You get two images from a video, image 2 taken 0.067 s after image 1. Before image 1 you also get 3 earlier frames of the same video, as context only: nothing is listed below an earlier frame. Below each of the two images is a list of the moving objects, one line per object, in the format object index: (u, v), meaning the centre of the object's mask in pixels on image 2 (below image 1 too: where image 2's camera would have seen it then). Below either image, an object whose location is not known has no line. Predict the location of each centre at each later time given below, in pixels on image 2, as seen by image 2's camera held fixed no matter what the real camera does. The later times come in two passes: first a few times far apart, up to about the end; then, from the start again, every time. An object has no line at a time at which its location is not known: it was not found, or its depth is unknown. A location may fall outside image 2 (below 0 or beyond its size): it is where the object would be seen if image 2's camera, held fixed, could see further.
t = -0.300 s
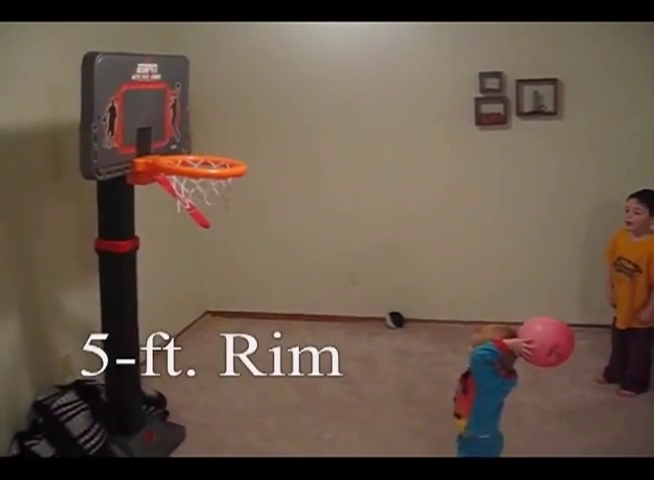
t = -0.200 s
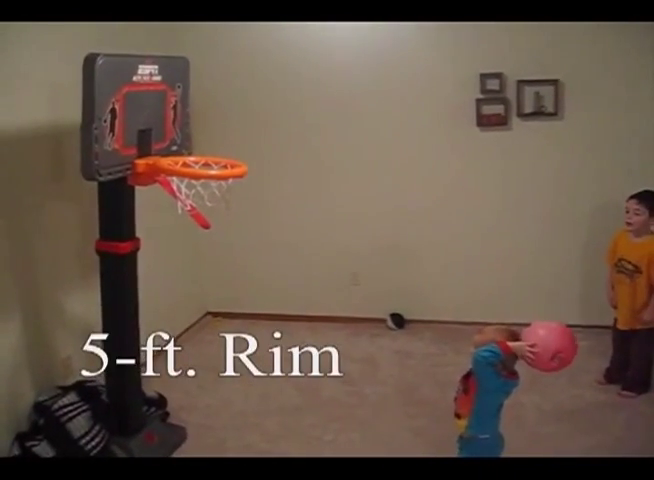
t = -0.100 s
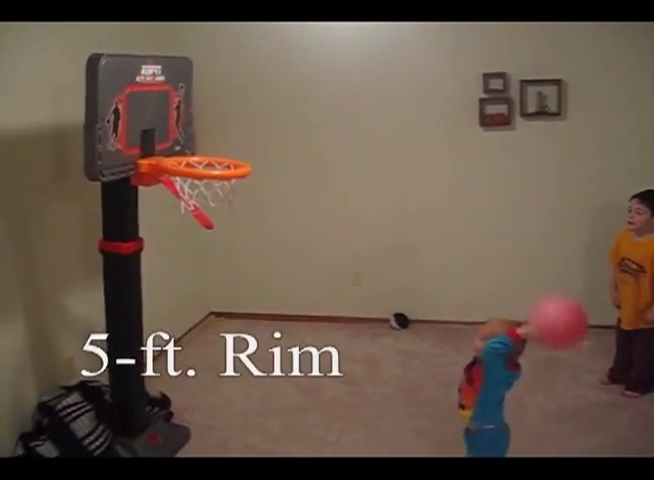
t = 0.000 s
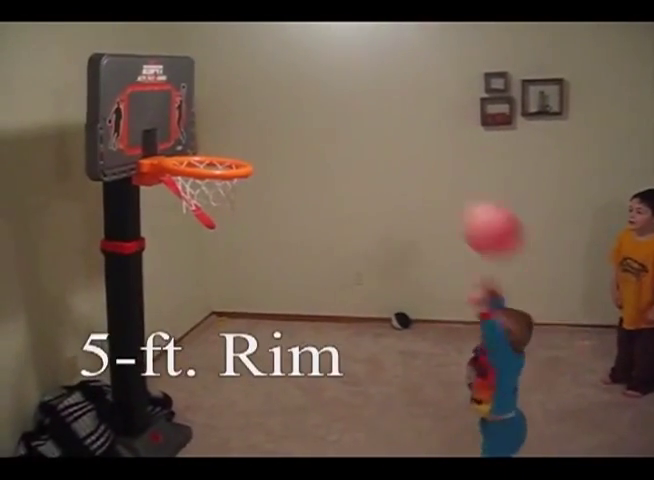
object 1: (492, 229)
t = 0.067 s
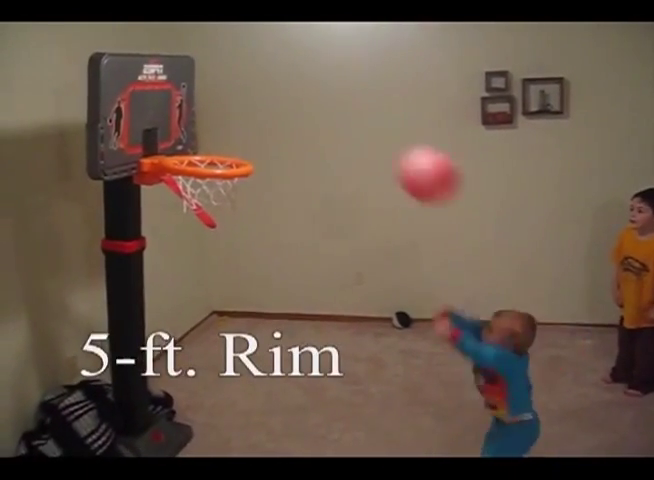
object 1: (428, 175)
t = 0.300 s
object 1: (231, 90)
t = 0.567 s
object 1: (229, 143)
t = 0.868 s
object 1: (220, 153)
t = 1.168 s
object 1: (218, 219)
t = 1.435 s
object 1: (290, 334)
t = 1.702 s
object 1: (343, 415)
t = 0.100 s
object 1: (396, 153)
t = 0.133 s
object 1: (366, 134)
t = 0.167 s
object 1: (336, 119)
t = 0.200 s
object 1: (308, 107)
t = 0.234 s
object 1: (282, 98)
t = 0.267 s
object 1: (256, 93)
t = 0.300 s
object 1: (231, 90)
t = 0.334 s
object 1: (209, 90)
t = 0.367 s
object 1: (186, 93)
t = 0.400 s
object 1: (172, 101)
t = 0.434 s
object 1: (189, 110)
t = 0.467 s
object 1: (205, 123)
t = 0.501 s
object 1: (221, 140)
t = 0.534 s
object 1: (229, 147)
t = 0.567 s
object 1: (229, 143)
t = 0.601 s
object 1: (227, 142)
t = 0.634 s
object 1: (226, 144)
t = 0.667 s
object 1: (227, 146)
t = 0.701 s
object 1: (226, 149)
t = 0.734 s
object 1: (226, 149)
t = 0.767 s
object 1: (226, 149)
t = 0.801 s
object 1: (225, 150)
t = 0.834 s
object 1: (222, 151)
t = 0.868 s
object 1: (220, 153)
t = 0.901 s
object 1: (218, 155)
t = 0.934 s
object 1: (215, 157)
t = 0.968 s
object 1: (212, 170)
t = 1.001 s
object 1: (212, 183)
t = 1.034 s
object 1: (207, 196)
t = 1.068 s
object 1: (208, 199)
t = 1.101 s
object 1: (210, 203)
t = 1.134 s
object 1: (213, 212)
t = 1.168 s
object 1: (218, 219)
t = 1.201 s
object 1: (227, 229)
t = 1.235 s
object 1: (235, 237)
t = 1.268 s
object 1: (243, 248)
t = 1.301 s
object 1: (253, 262)
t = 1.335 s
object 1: (261, 277)
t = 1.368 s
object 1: (270, 294)
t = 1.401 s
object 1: (280, 314)
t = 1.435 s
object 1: (290, 334)
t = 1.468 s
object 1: (299, 358)
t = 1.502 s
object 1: (308, 382)
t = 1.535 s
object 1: (315, 408)
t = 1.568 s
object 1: (322, 434)
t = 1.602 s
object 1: (328, 446)
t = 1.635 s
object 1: (333, 442)
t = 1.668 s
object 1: (337, 431)
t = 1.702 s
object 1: (343, 415)
